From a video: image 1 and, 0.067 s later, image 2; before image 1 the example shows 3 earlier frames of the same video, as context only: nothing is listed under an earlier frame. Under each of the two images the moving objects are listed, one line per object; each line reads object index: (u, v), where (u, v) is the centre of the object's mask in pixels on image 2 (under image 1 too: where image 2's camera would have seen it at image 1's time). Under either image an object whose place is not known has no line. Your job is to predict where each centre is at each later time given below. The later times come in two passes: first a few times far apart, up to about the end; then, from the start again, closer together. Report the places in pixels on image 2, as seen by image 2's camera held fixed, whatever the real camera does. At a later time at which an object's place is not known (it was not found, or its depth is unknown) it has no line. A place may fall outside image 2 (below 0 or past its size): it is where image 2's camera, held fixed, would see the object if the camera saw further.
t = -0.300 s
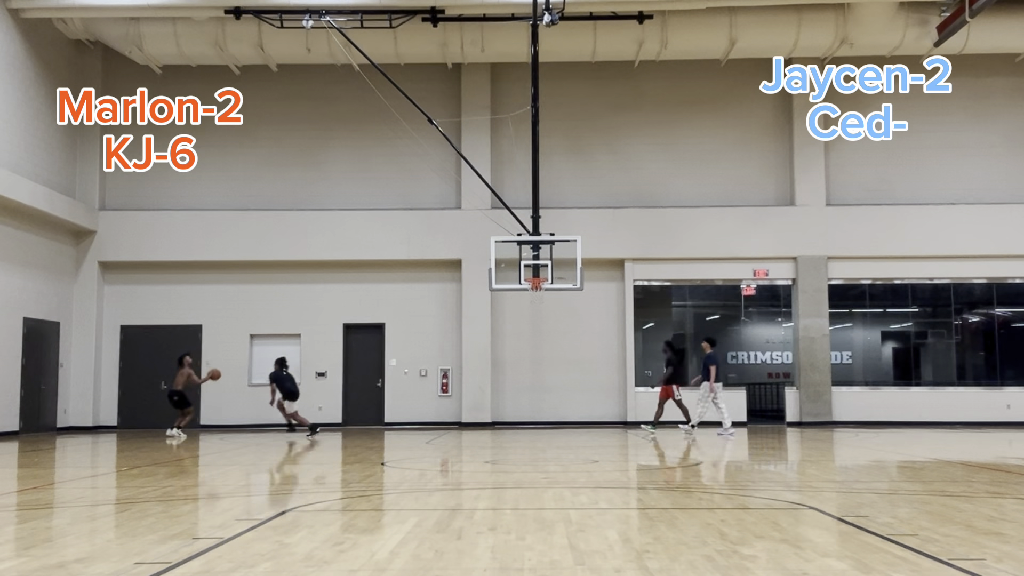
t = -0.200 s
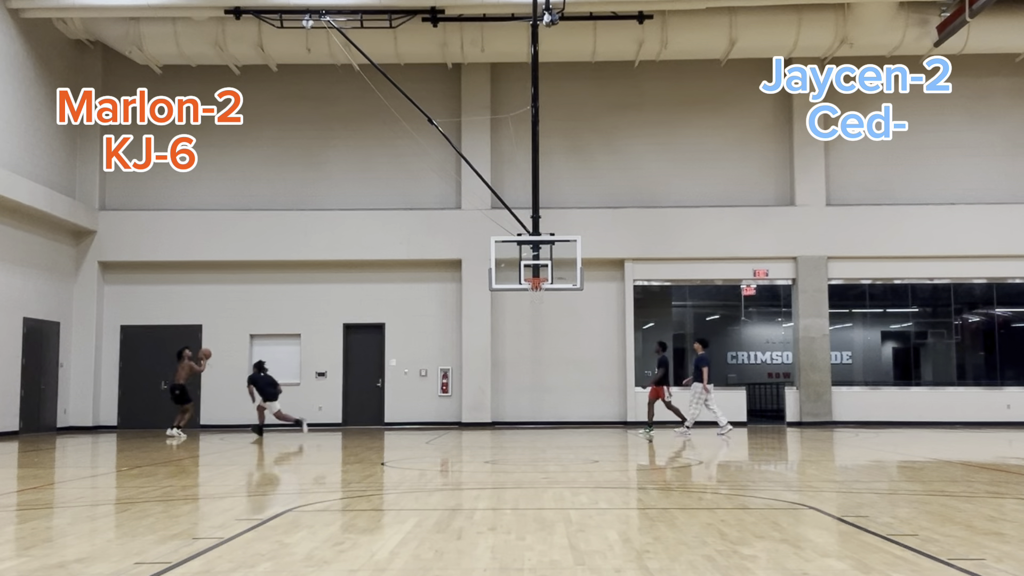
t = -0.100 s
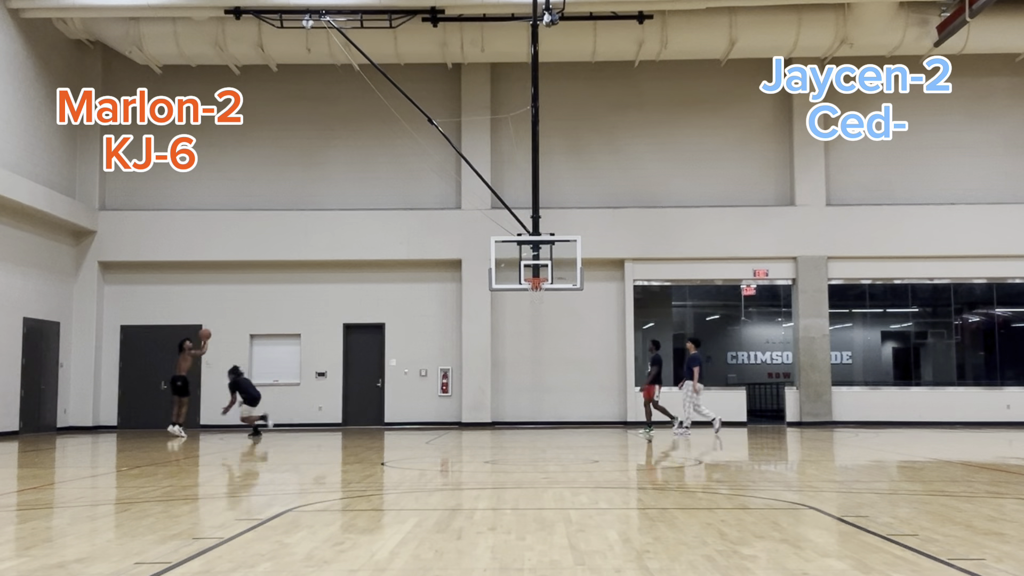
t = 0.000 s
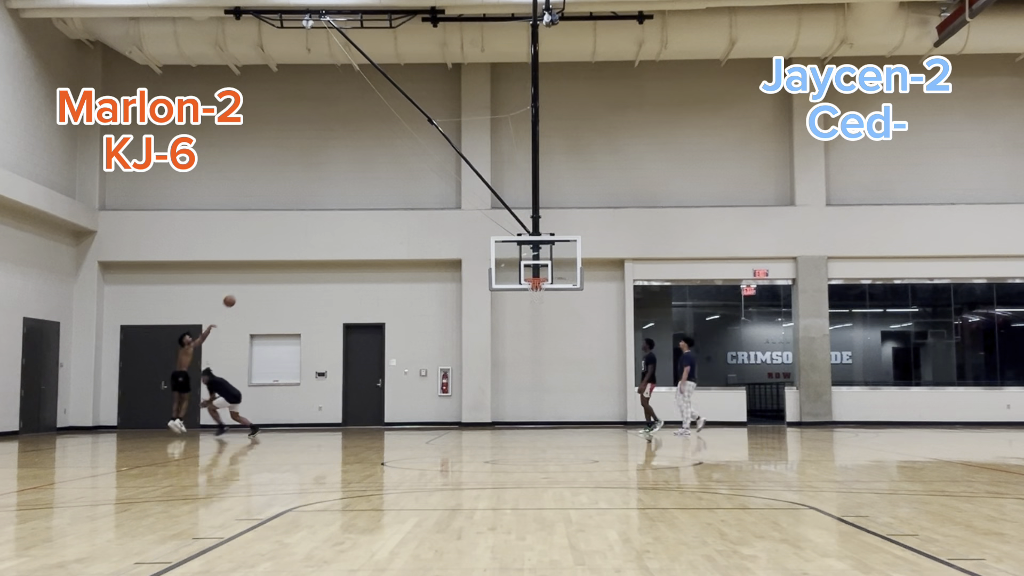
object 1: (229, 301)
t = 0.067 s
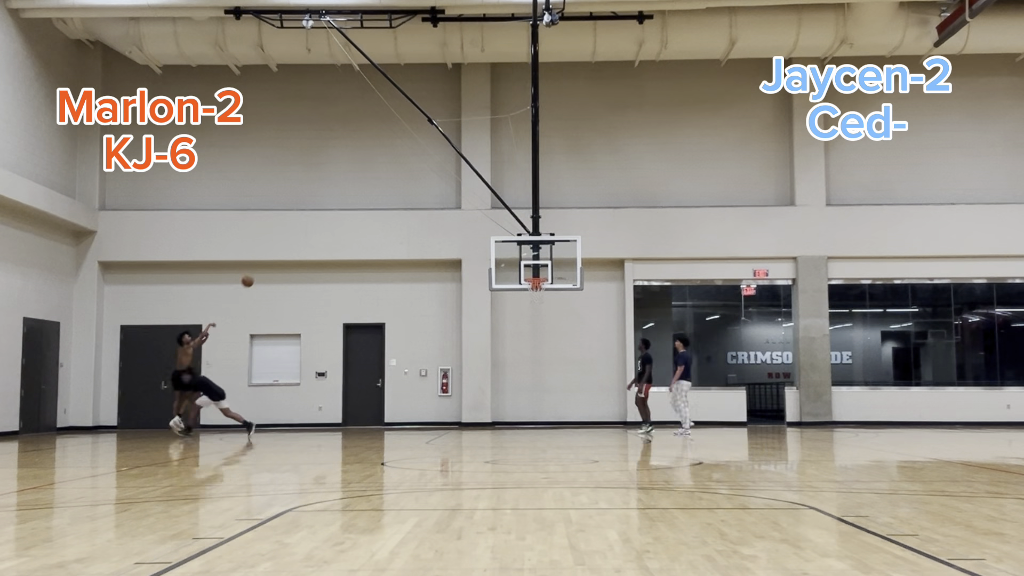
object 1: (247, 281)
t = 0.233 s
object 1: (292, 241)
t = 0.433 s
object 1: (344, 212)
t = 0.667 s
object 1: (403, 202)
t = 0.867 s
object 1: (452, 213)
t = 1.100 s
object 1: (509, 251)
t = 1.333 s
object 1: (549, 293)
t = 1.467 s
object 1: (553, 301)
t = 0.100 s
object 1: (256, 273)
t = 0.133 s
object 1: (265, 264)
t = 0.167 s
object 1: (274, 256)
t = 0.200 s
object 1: (284, 248)
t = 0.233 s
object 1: (292, 241)
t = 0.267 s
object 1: (301, 235)
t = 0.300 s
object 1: (310, 229)
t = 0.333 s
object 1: (319, 224)
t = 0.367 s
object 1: (327, 219)
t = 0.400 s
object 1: (336, 215)
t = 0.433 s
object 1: (344, 212)
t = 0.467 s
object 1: (353, 209)
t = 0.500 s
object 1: (361, 206)
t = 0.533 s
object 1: (370, 204)
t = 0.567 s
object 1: (378, 203)
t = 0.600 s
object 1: (386, 202)
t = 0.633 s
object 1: (395, 202)
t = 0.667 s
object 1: (403, 202)
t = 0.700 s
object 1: (411, 202)
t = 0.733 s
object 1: (420, 204)
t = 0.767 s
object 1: (428, 205)
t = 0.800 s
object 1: (436, 208)
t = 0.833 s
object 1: (444, 210)
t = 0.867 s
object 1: (452, 213)
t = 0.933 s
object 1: (469, 222)
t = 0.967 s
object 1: (477, 226)
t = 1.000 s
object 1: (485, 232)
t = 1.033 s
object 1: (493, 238)
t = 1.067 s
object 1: (501, 244)
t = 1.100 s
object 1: (509, 251)
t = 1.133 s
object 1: (516, 259)
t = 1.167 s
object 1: (524, 267)
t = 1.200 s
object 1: (532, 274)
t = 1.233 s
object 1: (541, 285)
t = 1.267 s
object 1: (546, 290)
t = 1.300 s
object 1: (548, 291)
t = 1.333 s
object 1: (549, 293)
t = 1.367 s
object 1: (550, 294)
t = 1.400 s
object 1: (551, 296)
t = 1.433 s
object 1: (552, 298)
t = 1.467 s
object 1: (553, 301)
